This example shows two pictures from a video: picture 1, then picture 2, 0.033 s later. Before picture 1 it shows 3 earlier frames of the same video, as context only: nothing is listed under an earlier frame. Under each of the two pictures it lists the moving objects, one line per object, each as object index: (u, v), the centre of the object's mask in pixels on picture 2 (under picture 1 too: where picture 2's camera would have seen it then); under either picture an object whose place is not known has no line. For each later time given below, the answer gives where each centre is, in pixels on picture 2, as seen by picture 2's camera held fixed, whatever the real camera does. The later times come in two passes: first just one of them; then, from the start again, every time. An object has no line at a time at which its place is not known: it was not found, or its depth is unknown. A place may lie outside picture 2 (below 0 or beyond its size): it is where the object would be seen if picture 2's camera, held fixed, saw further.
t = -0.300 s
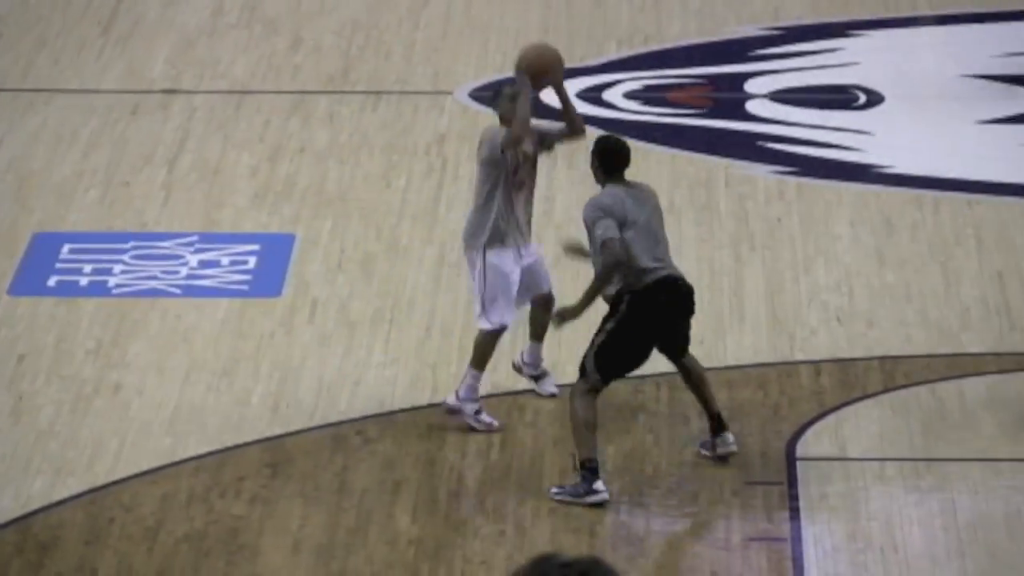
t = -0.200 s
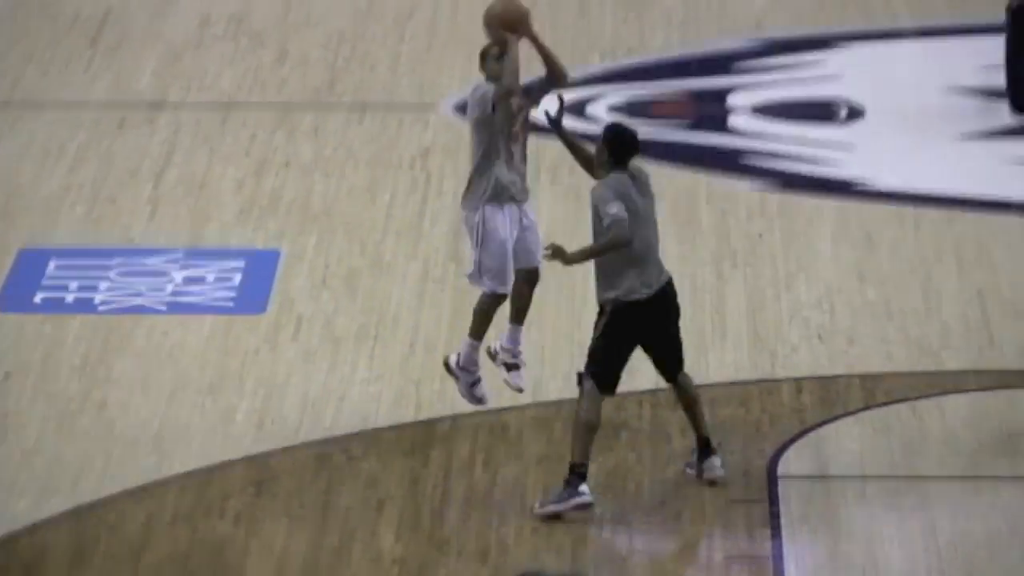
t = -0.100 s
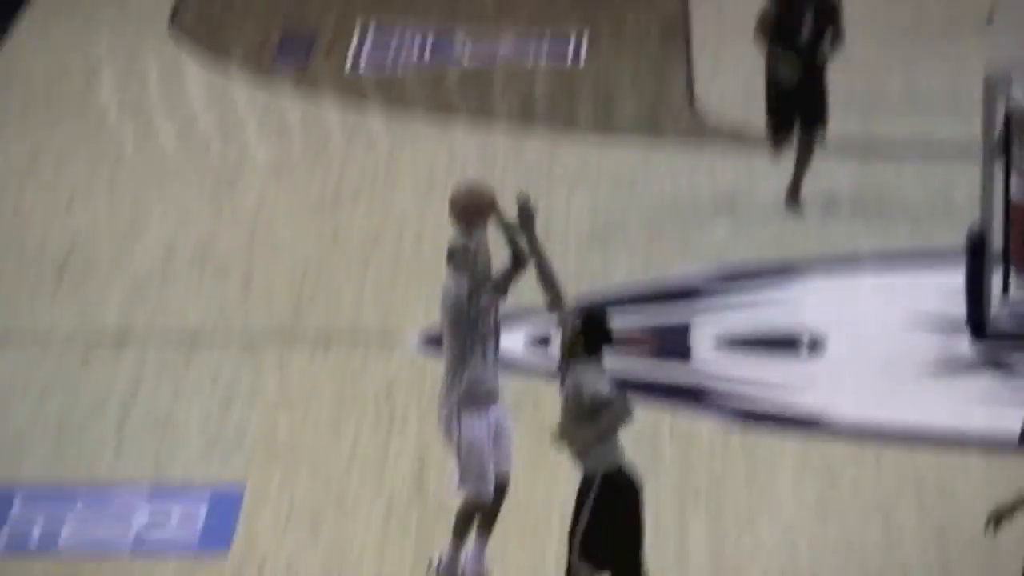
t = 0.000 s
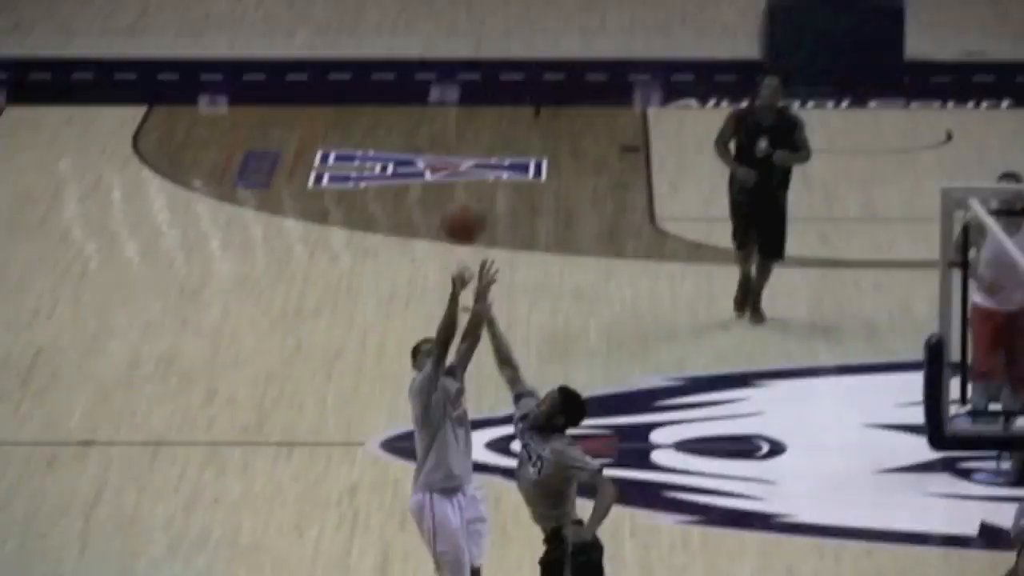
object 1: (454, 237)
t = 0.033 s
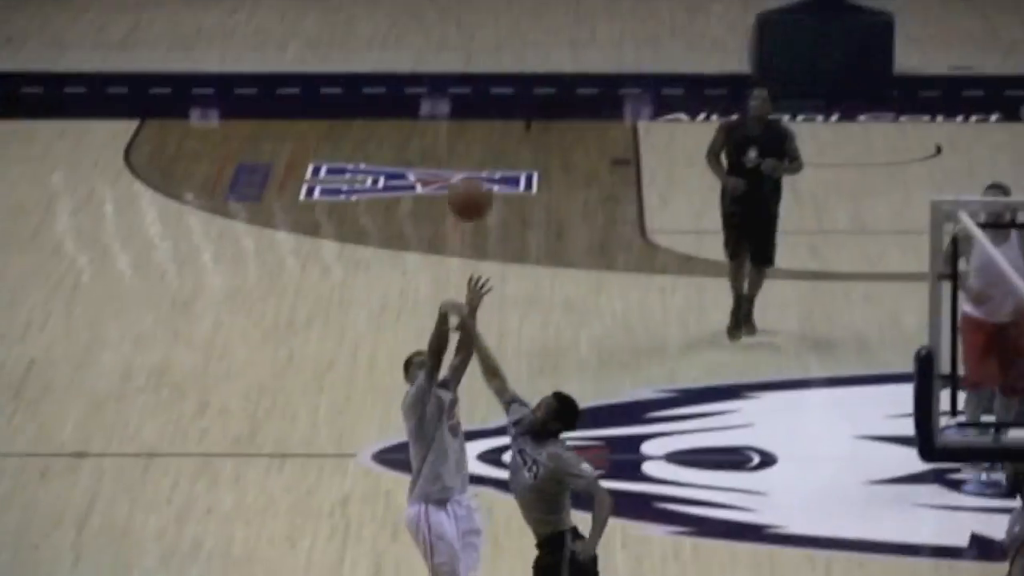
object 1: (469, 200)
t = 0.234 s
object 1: (565, 31)
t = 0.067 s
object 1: (486, 166)
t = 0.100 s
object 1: (501, 133)
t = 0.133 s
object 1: (517, 104)
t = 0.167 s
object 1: (533, 80)
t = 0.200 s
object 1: (550, 54)
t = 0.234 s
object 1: (565, 31)
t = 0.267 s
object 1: (582, 5)
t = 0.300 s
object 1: (598, -15)
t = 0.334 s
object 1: (615, -32)
